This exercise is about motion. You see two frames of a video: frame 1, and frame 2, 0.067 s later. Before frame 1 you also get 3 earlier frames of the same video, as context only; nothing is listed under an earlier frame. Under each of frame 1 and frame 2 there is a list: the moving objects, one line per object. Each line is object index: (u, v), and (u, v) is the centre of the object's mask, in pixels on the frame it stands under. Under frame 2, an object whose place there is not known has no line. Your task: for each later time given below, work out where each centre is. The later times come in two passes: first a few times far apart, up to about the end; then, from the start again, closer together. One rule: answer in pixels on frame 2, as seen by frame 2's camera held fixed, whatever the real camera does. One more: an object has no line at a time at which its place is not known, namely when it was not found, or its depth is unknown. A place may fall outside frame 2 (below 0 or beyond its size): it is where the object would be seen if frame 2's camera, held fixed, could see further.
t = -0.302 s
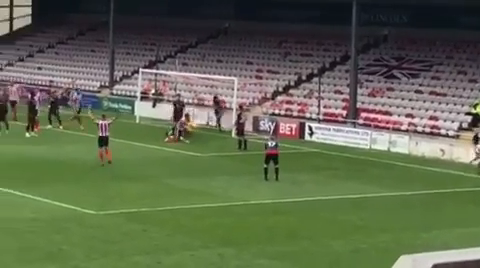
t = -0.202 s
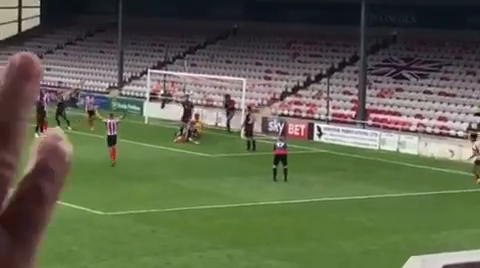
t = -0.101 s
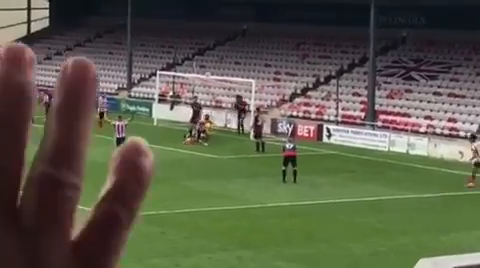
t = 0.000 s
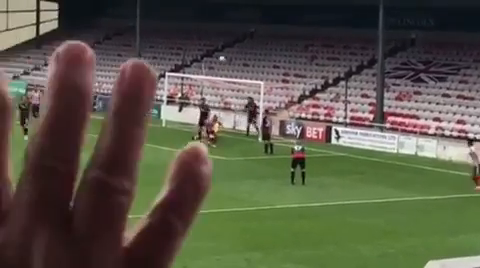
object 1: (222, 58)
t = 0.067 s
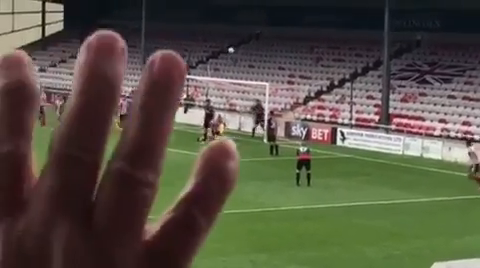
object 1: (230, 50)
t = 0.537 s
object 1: (254, 10)
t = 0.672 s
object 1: (261, 8)
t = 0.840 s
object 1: (268, 10)
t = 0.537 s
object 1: (254, 10)
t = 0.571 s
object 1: (256, 9)
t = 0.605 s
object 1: (257, 8)
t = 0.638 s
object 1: (259, 8)
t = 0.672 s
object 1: (261, 8)
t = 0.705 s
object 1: (262, 8)
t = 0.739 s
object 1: (263, 8)
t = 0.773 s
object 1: (264, 8)
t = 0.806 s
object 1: (266, 9)
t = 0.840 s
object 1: (268, 10)
